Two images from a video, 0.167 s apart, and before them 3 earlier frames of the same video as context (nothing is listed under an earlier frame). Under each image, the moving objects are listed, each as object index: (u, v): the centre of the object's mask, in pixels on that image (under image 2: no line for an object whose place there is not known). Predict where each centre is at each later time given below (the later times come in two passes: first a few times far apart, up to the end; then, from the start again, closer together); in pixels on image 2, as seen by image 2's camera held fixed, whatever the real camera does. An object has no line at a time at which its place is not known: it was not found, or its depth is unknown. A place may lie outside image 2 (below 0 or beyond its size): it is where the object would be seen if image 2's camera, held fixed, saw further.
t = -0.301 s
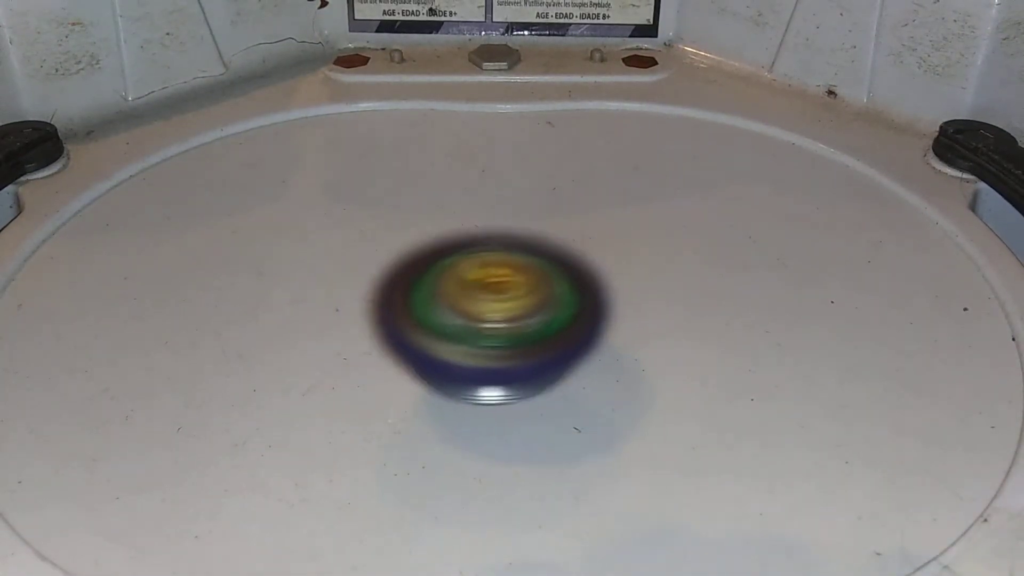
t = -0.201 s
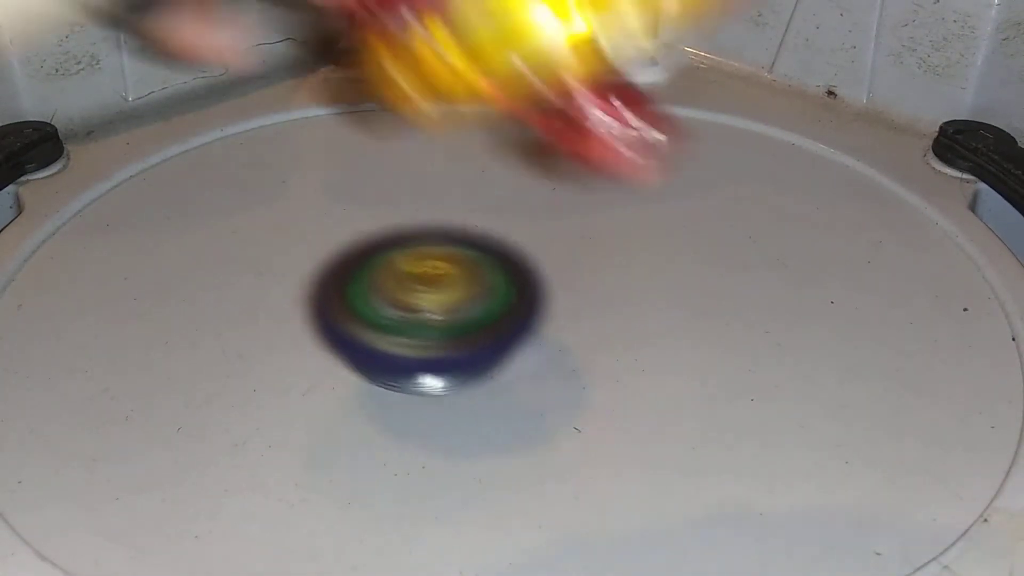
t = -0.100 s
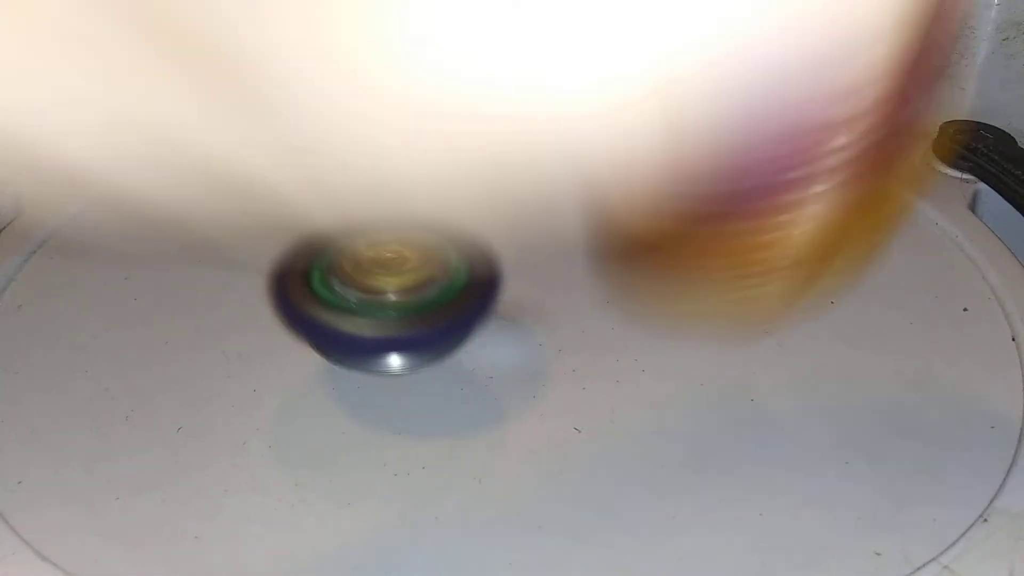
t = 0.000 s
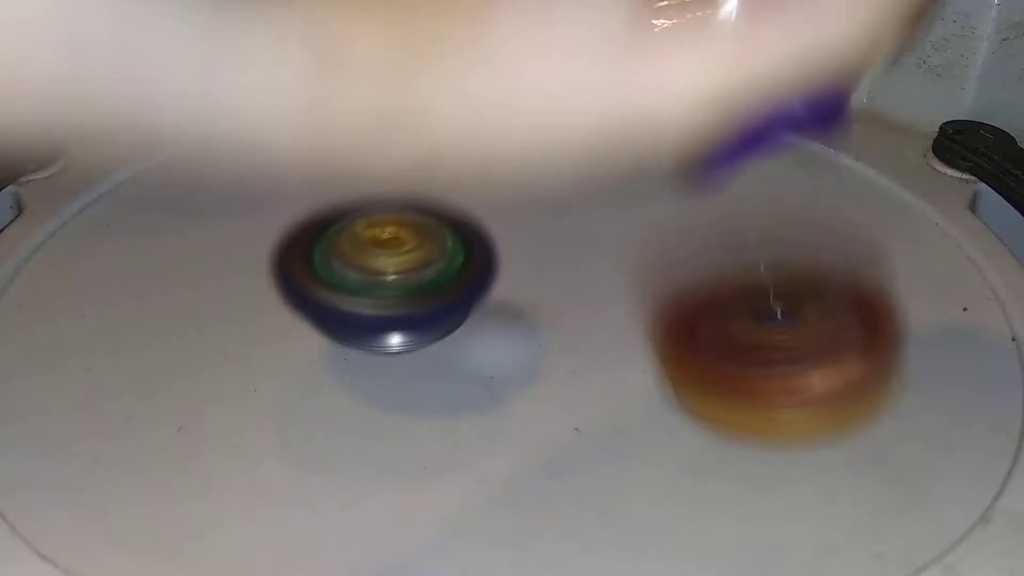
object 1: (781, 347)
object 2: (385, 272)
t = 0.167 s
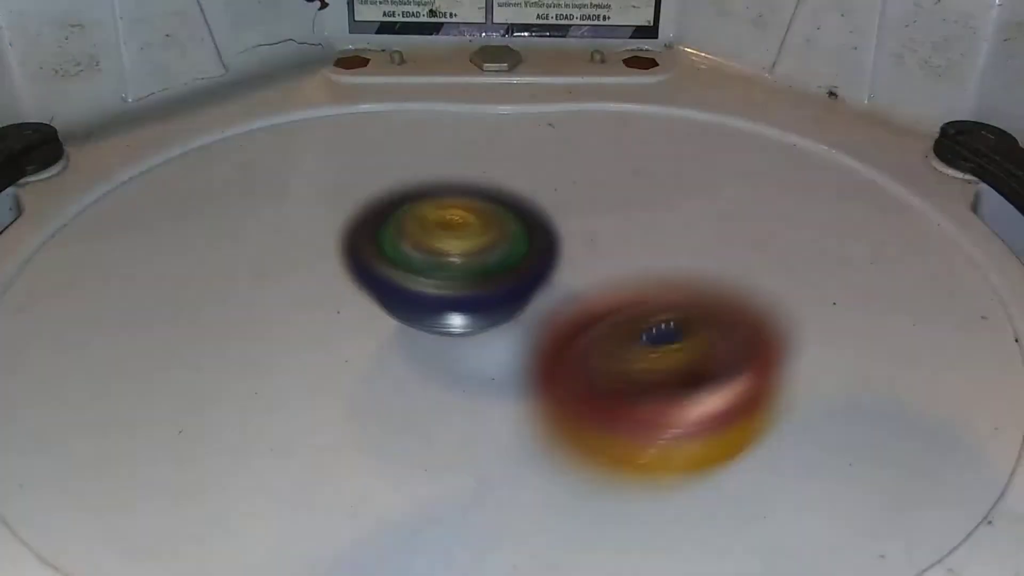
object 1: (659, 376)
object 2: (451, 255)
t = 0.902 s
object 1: (393, 77)
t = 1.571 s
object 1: (928, 175)
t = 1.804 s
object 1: (219, 85)
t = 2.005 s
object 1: (100, 457)
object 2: (527, 305)
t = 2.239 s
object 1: (900, 451)
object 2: (547, 302)
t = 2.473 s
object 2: (521, 299)
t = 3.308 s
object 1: (564, 49)
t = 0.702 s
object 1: (844, 246)
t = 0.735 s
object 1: (780, 208)
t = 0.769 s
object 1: (711, 174)
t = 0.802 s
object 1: (638, 143)
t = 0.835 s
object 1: (561, 114)
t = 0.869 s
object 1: (484, 88)
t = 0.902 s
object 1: (393, 77)
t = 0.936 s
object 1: (303, 63)
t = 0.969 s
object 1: (224, 71)
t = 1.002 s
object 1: (131, 94)
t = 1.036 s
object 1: (56, 125)
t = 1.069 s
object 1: (14, 180)
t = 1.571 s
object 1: (928, 175)
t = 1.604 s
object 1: (870, 124)
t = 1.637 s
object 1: (817, 86)
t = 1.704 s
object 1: (606, 63)
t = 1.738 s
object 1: (486, 74)
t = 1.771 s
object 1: (343, 85)
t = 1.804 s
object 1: (219, 85)
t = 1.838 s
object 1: (74, 119)
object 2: (486, 310)
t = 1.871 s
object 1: (29, 152)
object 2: (493, 307)
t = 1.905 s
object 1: (46, 158)
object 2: (516, 307)
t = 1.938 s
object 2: (522, 307)
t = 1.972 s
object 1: (66, 389)
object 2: (525, 307)
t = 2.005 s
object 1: (100, 457)
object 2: (527, 305)
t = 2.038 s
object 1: (146, 485)
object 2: (531, 306)
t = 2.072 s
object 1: (239, 519)
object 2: (532, 304)
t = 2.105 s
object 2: (533, 299)
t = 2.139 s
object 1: (534, 509)
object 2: (538, 298)
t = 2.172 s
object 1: (688, 507)
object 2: (544, 299)
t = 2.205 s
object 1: (810, 480)
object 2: (547, 300)
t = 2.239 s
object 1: (900, 451)
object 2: (547, 302)
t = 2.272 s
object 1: (949, 369)
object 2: (545, 304)
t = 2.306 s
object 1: (970, 303)
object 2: (542, 307)
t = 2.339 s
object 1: (975, 237)
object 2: (537, 309)
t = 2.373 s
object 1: (955, 171)
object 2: (531, 309)
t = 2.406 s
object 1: (874, 119)
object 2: (523, 307)
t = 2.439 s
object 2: (517, 303)
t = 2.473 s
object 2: (521, 299)
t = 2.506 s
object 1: (549, 67)
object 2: (533, 295)
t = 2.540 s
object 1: (397, 90)
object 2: (548, 290)
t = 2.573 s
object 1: (269, 91)
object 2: (562, 287)
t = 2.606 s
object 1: (142, 97)
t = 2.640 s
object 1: (74, 154)
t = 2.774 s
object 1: (63, 405)
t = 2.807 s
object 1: (118, 431)
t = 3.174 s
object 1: (832, 72)
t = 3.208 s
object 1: (761, 62)
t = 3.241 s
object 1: (699, 50)
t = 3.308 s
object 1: (564, 49)
